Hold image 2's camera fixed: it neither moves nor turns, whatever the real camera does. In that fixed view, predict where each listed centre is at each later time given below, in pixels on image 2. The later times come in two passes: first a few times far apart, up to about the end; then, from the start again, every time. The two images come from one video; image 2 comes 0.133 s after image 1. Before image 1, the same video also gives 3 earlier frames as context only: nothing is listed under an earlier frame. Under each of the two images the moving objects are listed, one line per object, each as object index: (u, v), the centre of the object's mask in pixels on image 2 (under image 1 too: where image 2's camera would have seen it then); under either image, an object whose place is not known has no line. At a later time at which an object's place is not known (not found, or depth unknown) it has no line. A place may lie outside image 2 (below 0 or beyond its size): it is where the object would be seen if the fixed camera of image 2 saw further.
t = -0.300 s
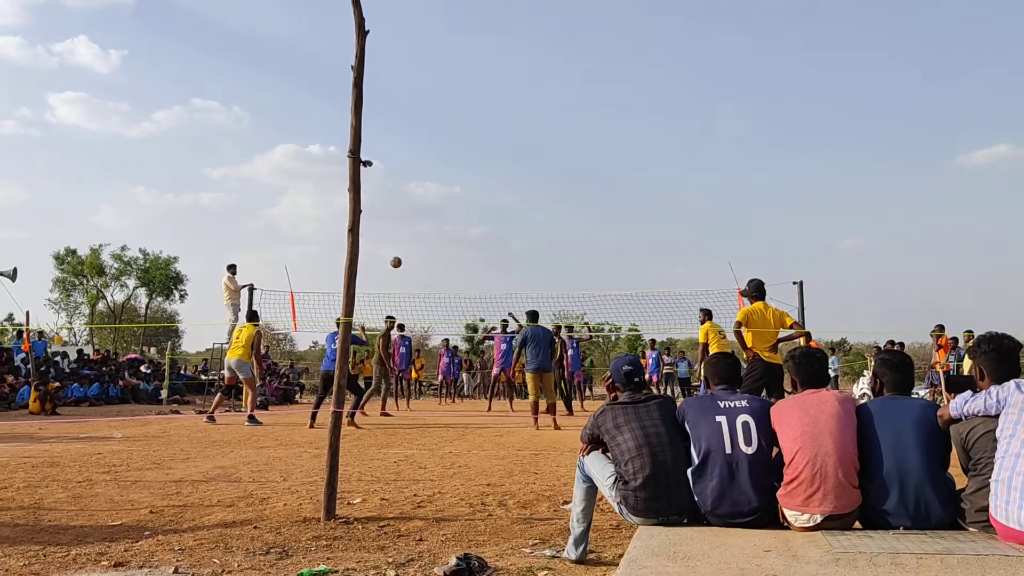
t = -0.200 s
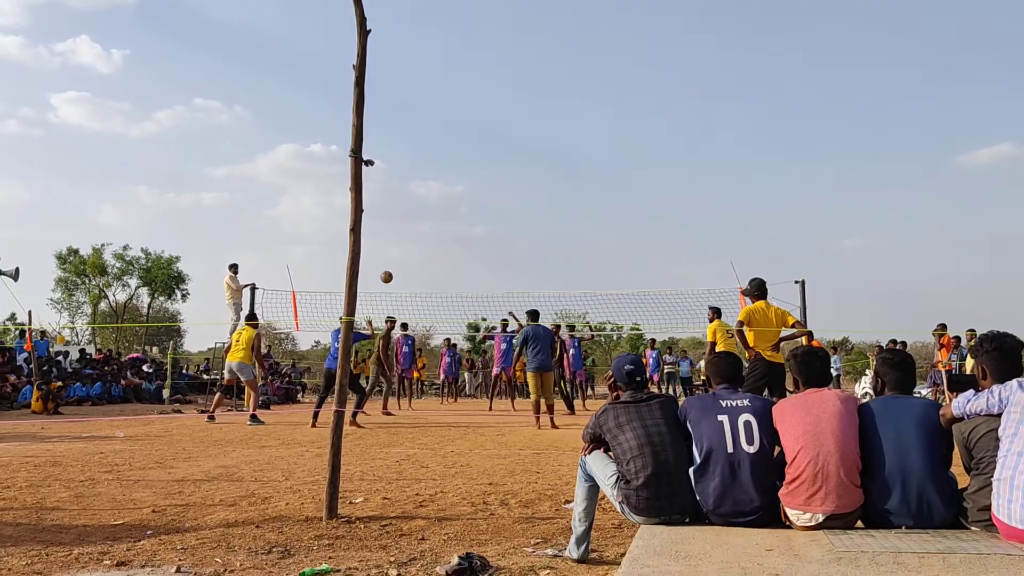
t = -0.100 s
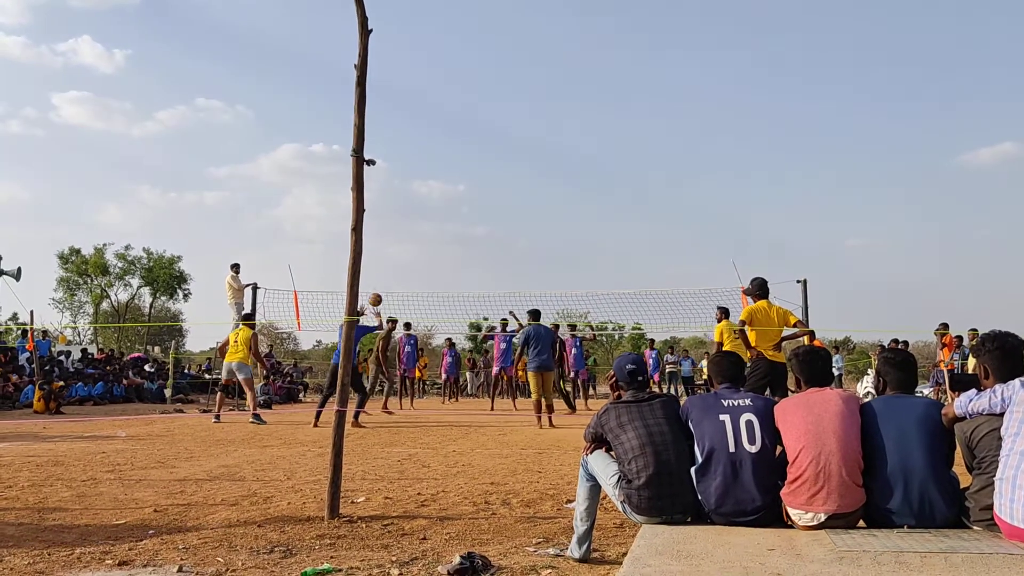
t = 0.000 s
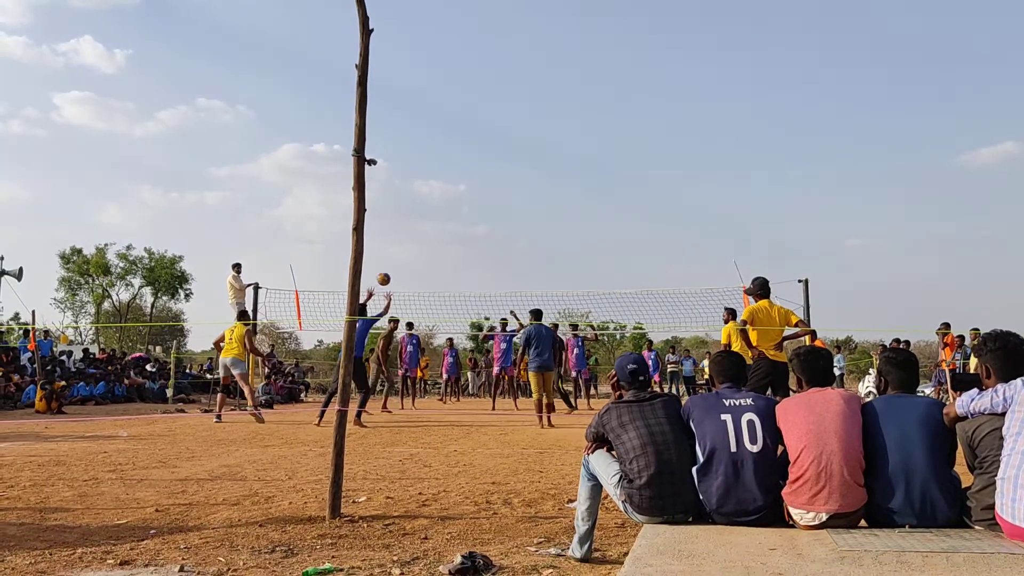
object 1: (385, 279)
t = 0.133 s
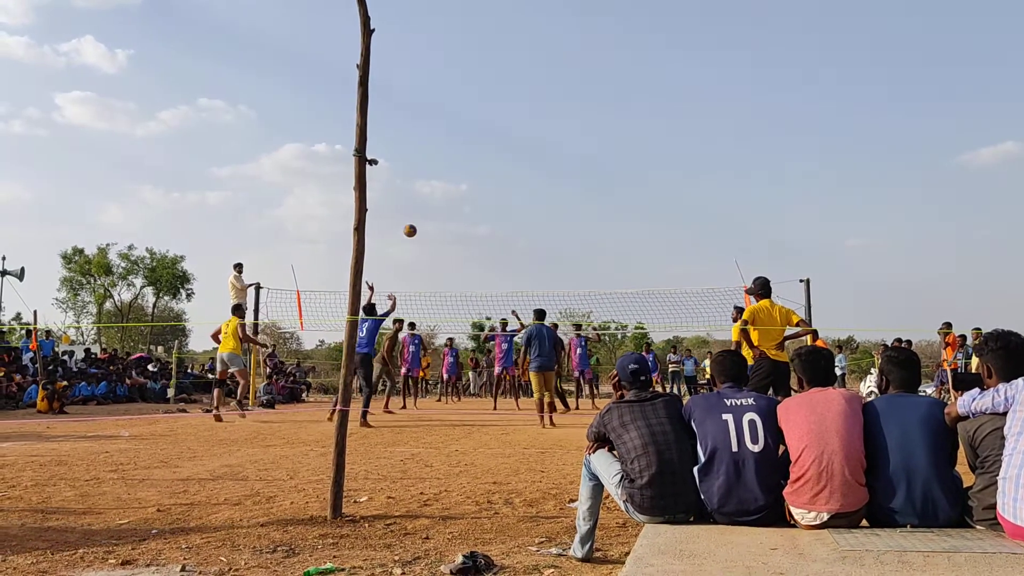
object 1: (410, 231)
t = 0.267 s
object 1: (433, 197)
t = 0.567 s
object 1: (481, 162)
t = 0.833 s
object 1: (517, 172)
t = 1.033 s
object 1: (540, 203)
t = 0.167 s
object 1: (416, 221)
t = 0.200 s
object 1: (422, 212)
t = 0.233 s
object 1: (428, 204)
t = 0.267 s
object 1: (433, 197)
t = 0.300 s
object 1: (439, 190)
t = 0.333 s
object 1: (445, 184)
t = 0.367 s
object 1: (450, 179)
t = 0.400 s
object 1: (456, 175)
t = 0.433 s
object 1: (461, 171)
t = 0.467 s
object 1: (466, 168)
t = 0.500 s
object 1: (471, 165)
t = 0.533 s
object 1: (476, 164)
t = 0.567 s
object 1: (481, 162)
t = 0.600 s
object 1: (486, 161)
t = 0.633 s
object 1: (491, 161)
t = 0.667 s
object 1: (495, 162)
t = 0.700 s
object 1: (500, 163)
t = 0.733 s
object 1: (505, 164)
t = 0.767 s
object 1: (509, 167)
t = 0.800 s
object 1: (513, 169)
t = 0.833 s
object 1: (517, 172)
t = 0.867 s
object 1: (521, 176)
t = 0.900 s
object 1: (525, 181)
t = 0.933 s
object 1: (529, 185)
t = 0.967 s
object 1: (532, 191)
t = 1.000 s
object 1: (536, 197)
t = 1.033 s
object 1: (540, 203)
